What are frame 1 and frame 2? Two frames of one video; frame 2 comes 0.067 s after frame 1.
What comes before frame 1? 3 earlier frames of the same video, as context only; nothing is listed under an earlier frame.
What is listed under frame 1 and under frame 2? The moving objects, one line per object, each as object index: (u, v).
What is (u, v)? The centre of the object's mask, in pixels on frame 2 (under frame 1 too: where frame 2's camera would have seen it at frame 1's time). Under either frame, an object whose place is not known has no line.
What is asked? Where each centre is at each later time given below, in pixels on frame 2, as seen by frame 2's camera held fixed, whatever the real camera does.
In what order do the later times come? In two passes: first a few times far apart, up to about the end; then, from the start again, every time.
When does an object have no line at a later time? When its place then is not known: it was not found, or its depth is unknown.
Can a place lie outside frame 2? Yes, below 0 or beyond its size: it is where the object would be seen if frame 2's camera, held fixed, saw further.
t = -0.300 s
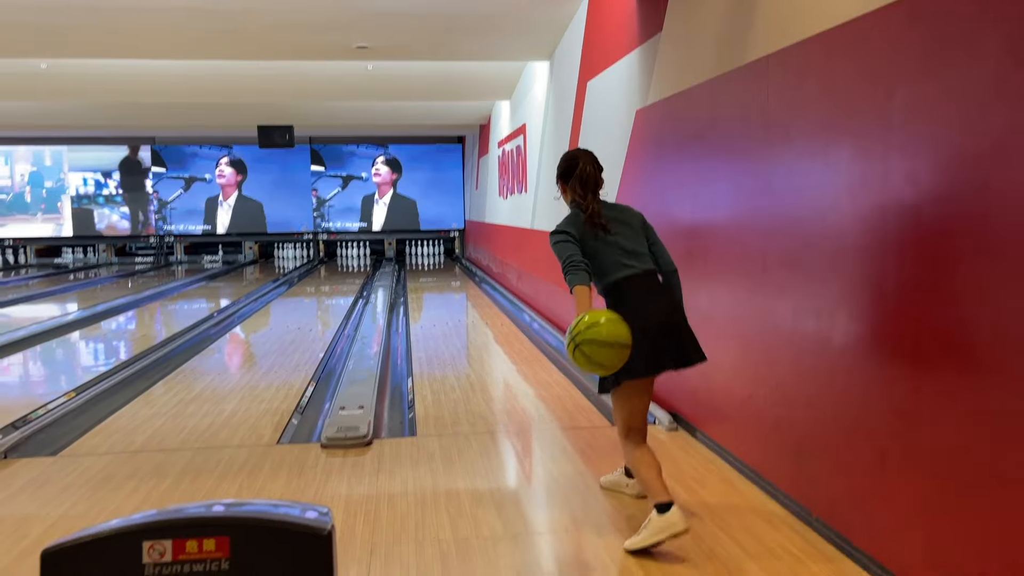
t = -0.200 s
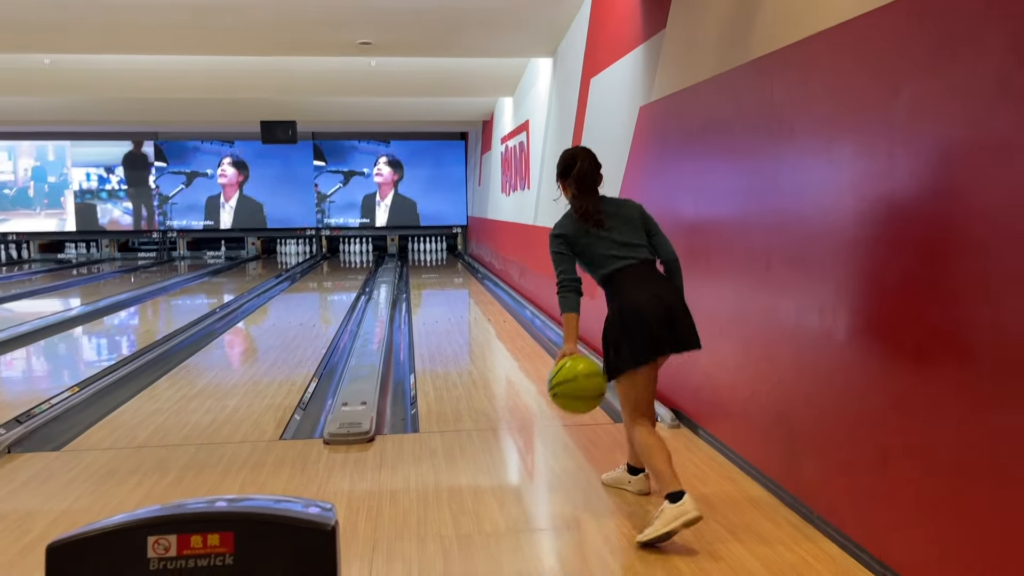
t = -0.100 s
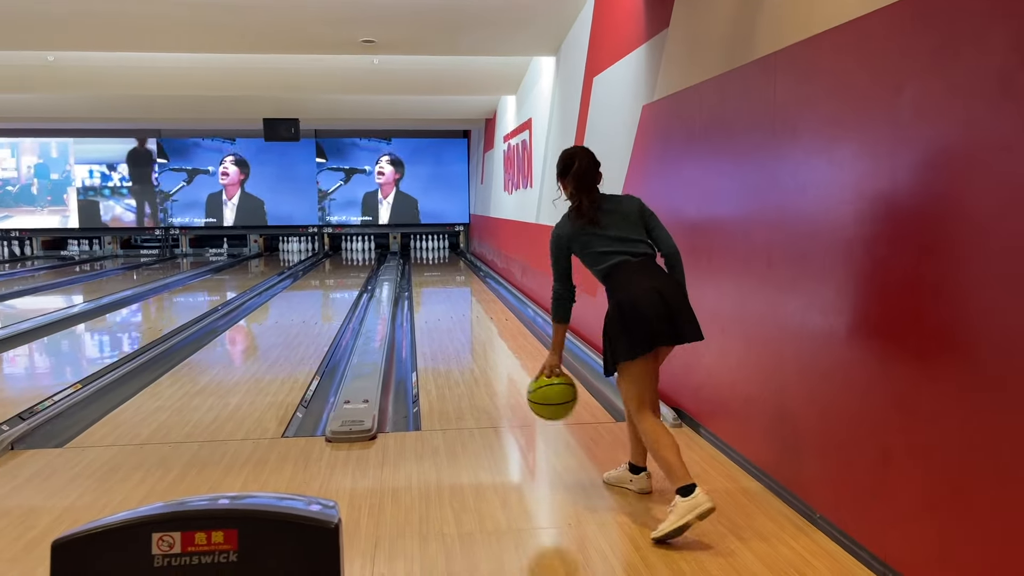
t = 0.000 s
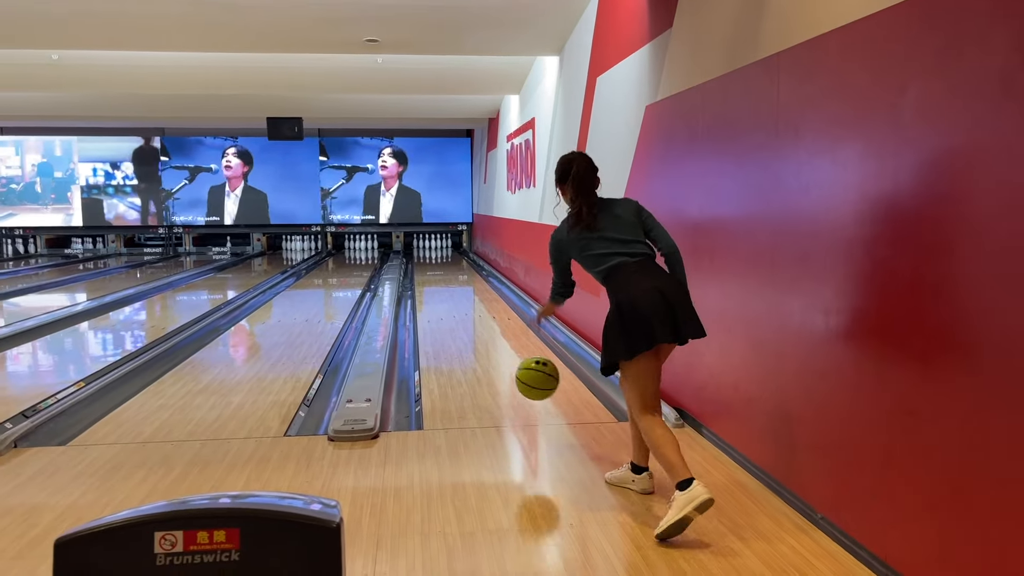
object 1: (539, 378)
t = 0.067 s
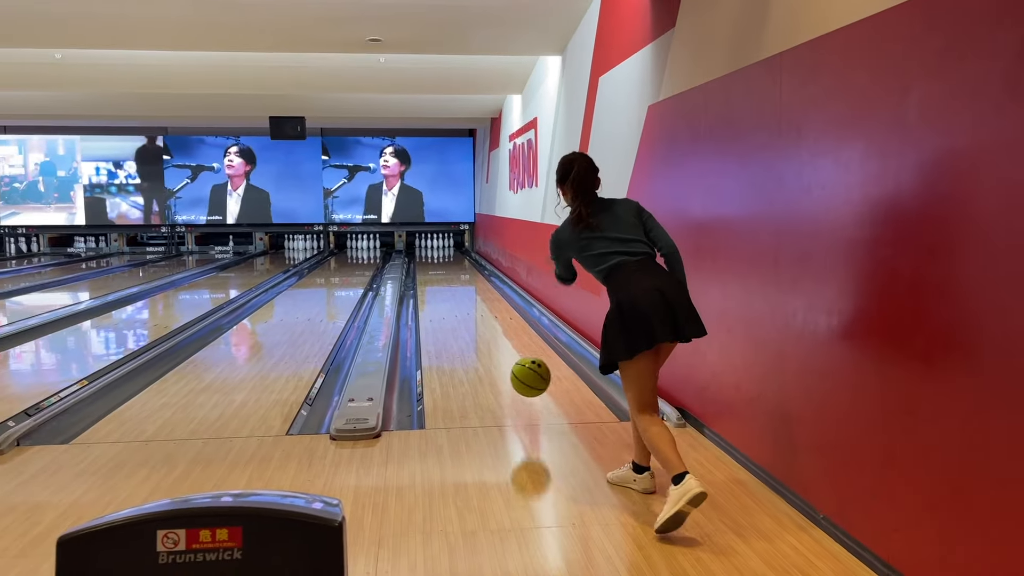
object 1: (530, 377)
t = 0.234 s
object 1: (514, 370)
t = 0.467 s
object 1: (498, 342)
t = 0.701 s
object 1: (488, 321)
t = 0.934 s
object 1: (480, 305)
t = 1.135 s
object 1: (476, 295)
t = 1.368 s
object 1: (471, 286)
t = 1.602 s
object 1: (467, 279)
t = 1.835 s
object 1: (464, 273)
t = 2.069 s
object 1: (462, 268)
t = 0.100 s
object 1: (526, 379)
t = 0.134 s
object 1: (523, 383)
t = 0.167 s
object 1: (520, 385)
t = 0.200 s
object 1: (517, 377)
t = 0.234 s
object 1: (514, 370)
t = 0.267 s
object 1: (511, 366)
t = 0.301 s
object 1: (509, 363)
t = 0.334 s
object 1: (507, 358)
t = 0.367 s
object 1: (504, 354)
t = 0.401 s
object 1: (502, 350)
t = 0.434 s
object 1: (500, 346)
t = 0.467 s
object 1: (498, 342)
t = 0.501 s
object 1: (497, 339)
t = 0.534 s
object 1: (495, 335)
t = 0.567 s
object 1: (493, 332)
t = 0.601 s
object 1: (492, 329)
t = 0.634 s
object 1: (490, 326)
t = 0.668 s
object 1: (489, 324)
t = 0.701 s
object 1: (488, 321)
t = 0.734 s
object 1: (487, 318)
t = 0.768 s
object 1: (486, 316)
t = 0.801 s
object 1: (485, 314)
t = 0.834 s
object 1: (484, 312)
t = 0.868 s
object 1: (482, 309)
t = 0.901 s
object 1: (481, 307)
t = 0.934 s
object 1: (480, 305)
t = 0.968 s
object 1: (480, 303)
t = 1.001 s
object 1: (478, 302)
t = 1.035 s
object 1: (477, 300)
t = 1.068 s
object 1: (477, 298)
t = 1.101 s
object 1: (476, 297)
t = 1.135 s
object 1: (476, 295)
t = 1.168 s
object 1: (475, 294)
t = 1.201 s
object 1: (474, 292)
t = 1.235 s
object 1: (474, 291)
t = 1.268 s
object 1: (473, 290)
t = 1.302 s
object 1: (472, 288)
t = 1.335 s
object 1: (472, 287)
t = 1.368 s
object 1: (471, 286)
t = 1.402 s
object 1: (470, 285)
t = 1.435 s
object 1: (469, 283)
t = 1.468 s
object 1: (469, 282)
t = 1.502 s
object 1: (468, 282)
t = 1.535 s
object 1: (468, 281)
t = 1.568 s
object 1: (467, 280)
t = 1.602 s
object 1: (467, 279)
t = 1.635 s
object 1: (467, 278)
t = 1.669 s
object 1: (466, 277)
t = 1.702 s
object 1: (466, 276)
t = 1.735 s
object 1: (465, 275)
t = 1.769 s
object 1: (465, 275)
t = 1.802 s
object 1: (465, 274)
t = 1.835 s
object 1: (464, 273)
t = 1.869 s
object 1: (463, 272)
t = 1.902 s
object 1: (463, 271)
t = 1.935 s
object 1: (463, 271)
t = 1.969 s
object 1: (463, 270)
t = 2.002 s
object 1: (462, 269)
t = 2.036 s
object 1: (462, 269)
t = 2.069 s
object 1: (462, 268)
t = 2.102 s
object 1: (462, 267)
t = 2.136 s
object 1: (461, 267)
